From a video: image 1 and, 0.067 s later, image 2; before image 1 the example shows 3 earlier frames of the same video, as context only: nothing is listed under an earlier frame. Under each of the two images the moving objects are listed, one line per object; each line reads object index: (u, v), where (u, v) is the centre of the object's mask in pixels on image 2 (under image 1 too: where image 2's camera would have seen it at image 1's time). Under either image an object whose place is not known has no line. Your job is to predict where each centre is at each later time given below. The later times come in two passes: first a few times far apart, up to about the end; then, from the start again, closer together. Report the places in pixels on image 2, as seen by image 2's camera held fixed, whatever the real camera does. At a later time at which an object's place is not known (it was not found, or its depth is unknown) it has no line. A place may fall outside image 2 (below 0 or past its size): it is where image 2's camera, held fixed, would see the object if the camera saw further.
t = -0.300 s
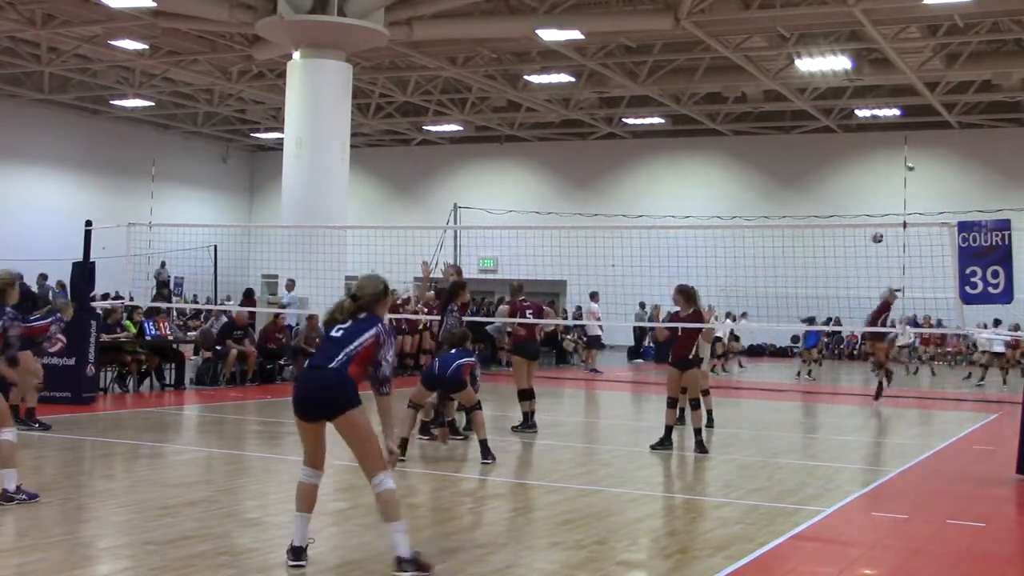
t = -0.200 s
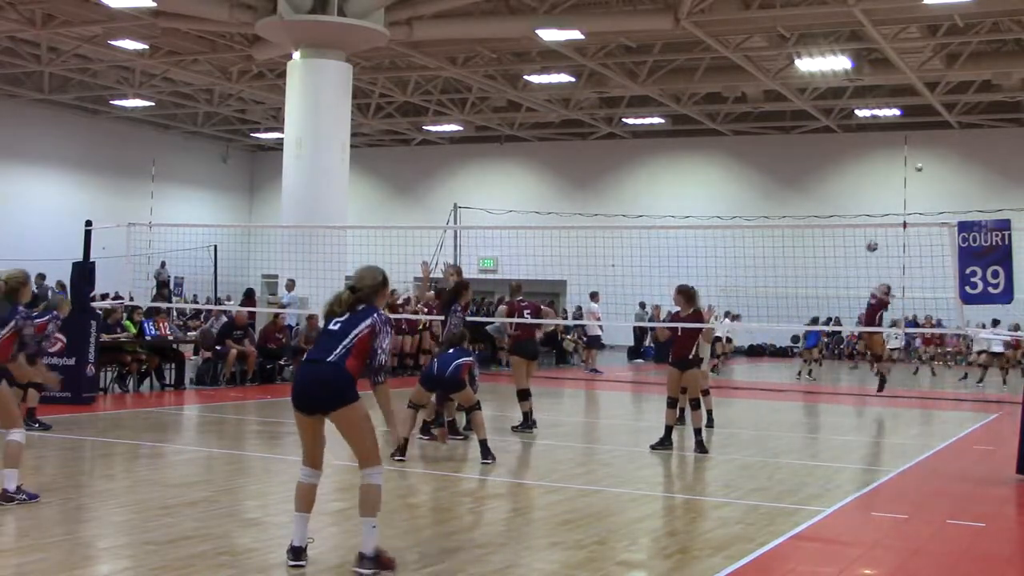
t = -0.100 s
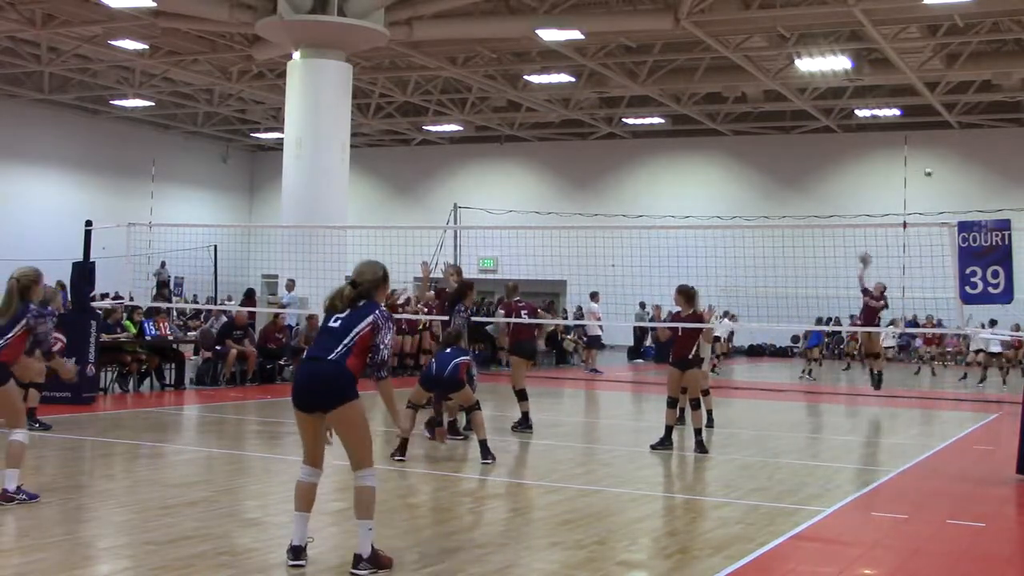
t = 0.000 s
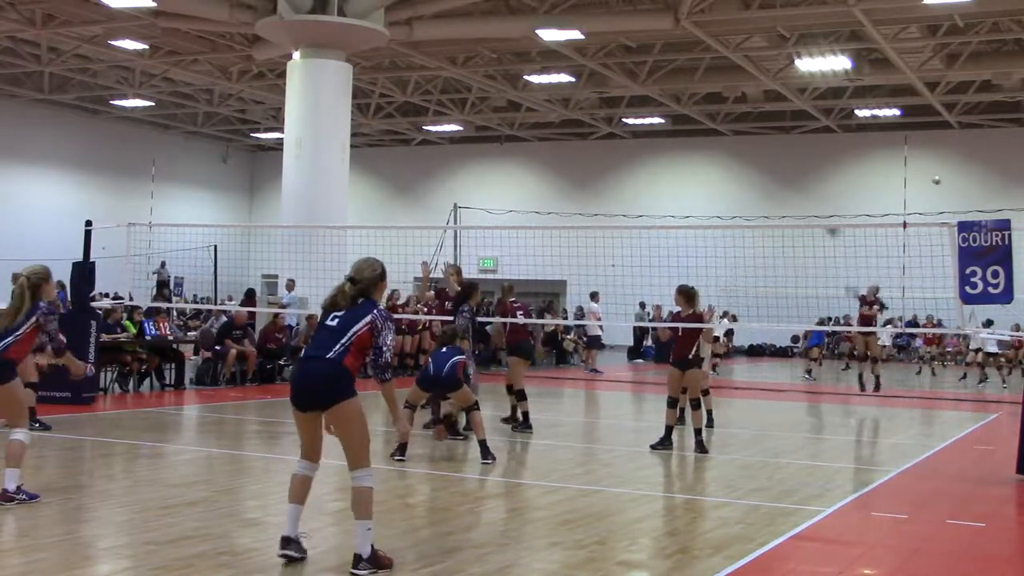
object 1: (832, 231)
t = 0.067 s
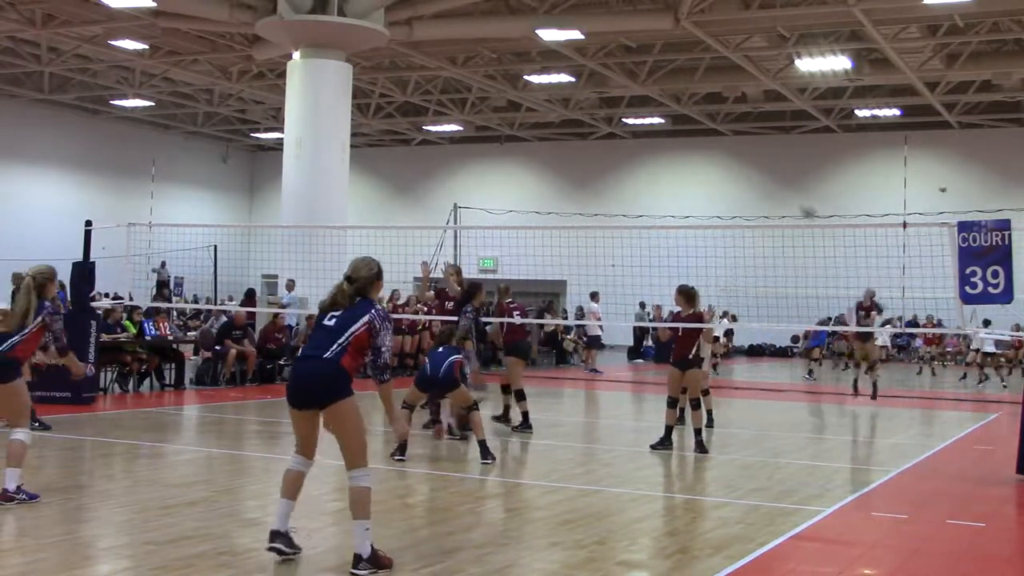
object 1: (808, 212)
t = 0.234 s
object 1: (739, 176)
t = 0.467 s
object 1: (612, 144)
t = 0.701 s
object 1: (444, 161)
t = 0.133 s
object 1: (781, 195)
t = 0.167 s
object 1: (768, 188)
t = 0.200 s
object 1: (754, 183)
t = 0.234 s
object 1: (739, 176)
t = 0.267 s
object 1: (724, 170)
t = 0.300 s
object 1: (707, 162)
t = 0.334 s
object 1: (690, 157)
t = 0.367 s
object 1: (673, 154)
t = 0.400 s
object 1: (655, 149)
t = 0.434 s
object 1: (634, 143)
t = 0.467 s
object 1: (612, 144)
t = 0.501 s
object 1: (590, 144)
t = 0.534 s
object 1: (570, 144)
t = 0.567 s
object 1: (552, 144)
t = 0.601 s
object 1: (521, 144)
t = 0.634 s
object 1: (496, 150)
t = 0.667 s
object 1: (469, 155)
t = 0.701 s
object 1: (444, 161)
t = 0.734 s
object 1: (417, 168)
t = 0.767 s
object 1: (378, 180)
